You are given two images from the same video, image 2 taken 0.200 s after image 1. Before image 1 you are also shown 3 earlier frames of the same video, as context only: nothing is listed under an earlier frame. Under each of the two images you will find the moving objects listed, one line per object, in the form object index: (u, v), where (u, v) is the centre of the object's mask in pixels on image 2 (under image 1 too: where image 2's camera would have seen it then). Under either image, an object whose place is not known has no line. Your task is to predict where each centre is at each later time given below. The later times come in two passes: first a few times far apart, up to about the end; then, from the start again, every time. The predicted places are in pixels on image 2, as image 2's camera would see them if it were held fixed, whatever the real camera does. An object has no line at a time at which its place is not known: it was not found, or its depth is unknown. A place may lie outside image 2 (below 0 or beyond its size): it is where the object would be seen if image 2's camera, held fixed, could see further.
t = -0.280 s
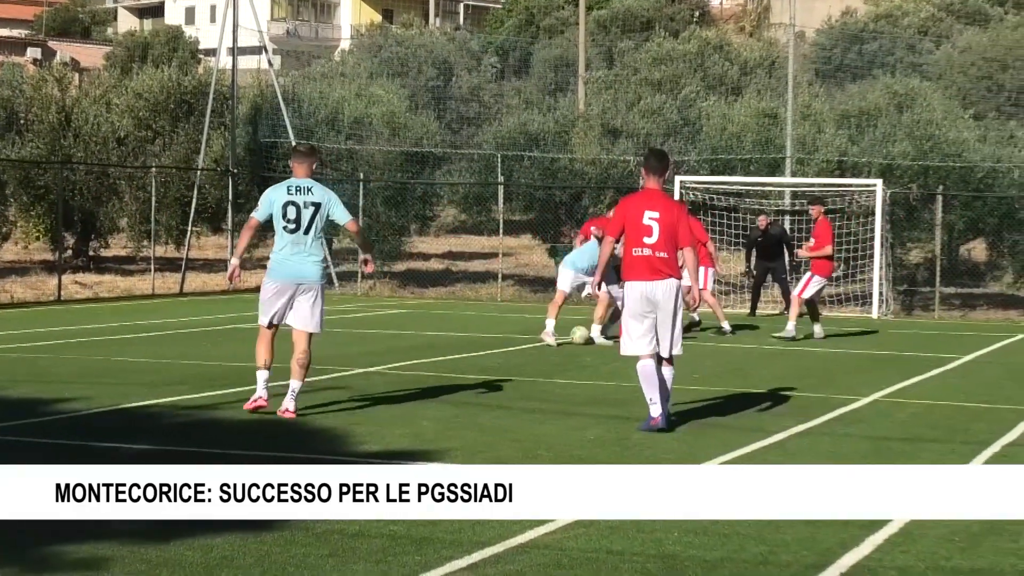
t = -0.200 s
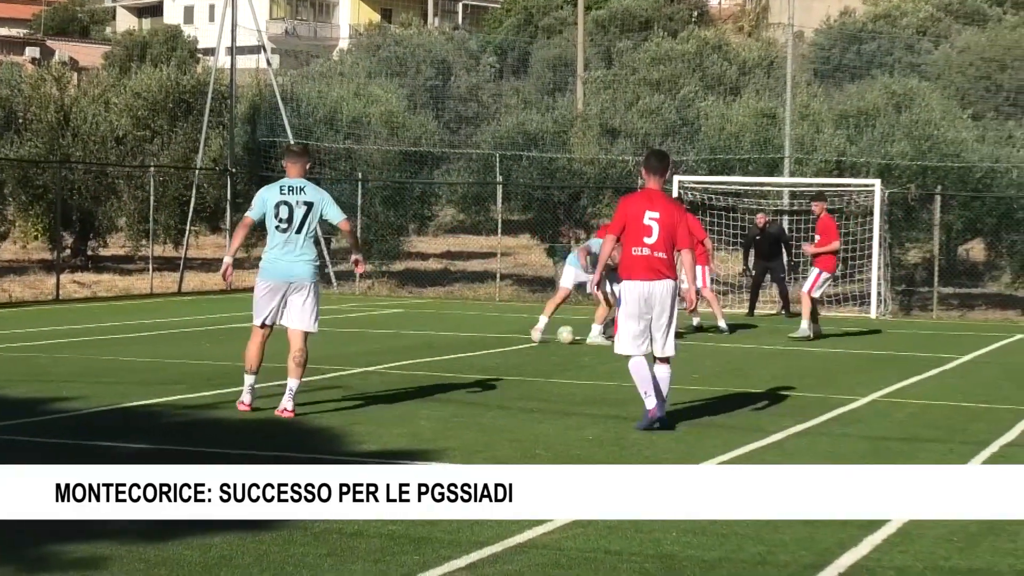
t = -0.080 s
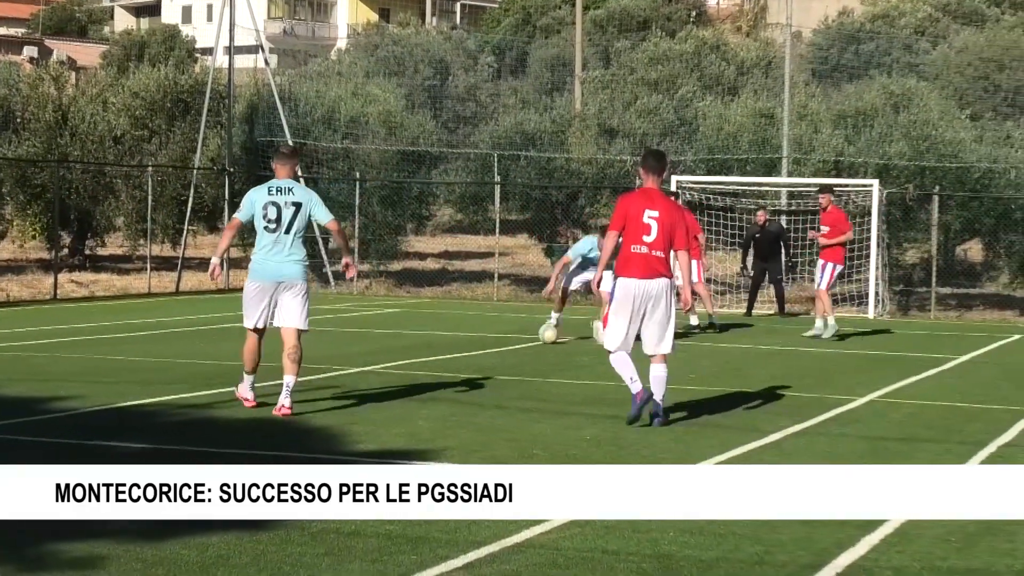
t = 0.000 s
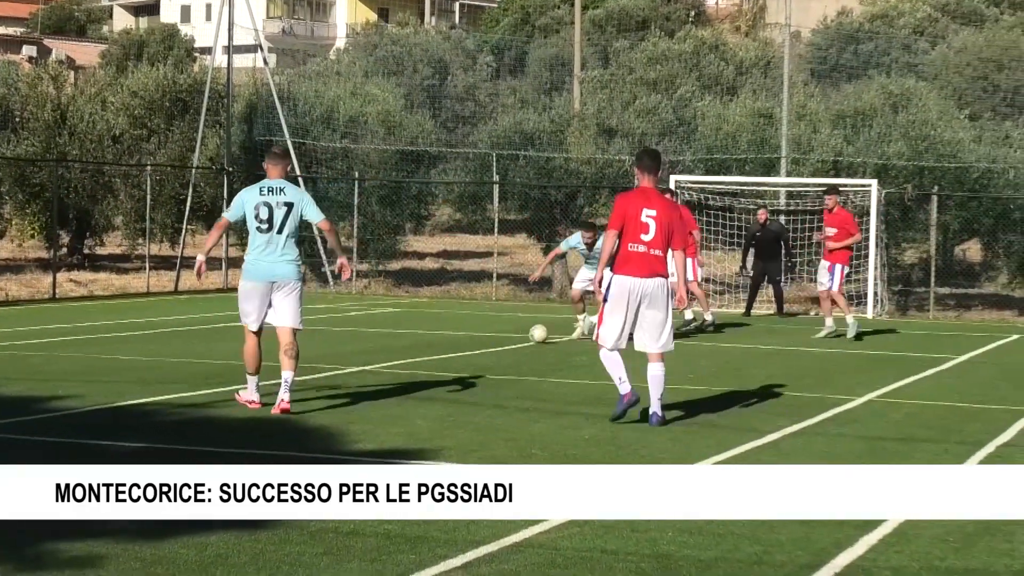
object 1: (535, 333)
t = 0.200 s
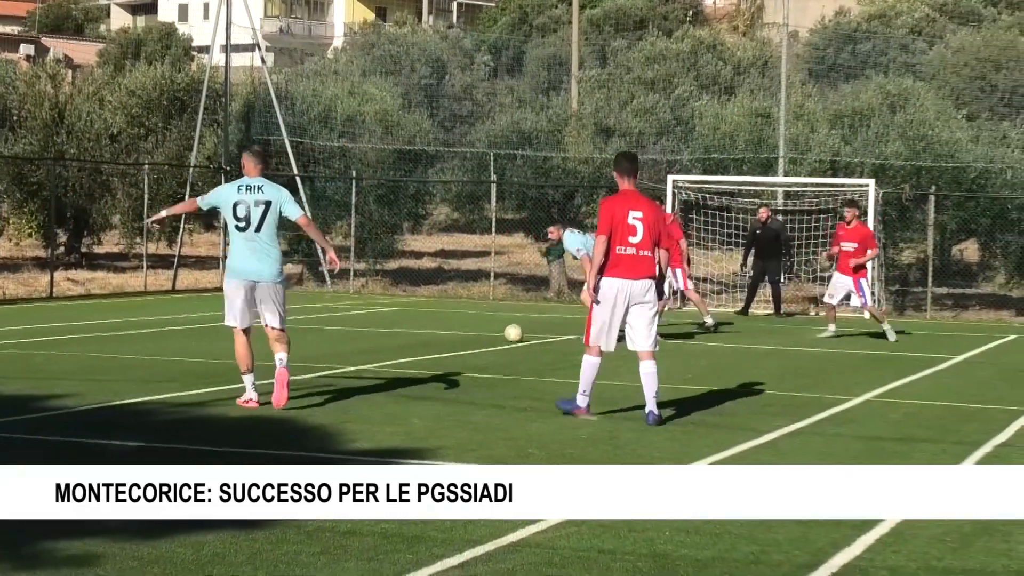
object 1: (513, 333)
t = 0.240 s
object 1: (509, 333)
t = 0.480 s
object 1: (487, 333)
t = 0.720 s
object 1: (466, 332)
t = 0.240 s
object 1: (509, 333)
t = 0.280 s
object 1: (505, 333)
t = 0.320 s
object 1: (501, 333)
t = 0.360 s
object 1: (497, 333)
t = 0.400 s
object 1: (494, 333)
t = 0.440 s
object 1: (490, 333)
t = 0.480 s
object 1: (487, 333)
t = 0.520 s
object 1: (483, 333)
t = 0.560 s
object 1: (480, 333)
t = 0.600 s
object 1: (476, 333)
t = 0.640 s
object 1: (473, 333)
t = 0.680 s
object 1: (469, 332)
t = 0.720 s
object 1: (466, 332)
